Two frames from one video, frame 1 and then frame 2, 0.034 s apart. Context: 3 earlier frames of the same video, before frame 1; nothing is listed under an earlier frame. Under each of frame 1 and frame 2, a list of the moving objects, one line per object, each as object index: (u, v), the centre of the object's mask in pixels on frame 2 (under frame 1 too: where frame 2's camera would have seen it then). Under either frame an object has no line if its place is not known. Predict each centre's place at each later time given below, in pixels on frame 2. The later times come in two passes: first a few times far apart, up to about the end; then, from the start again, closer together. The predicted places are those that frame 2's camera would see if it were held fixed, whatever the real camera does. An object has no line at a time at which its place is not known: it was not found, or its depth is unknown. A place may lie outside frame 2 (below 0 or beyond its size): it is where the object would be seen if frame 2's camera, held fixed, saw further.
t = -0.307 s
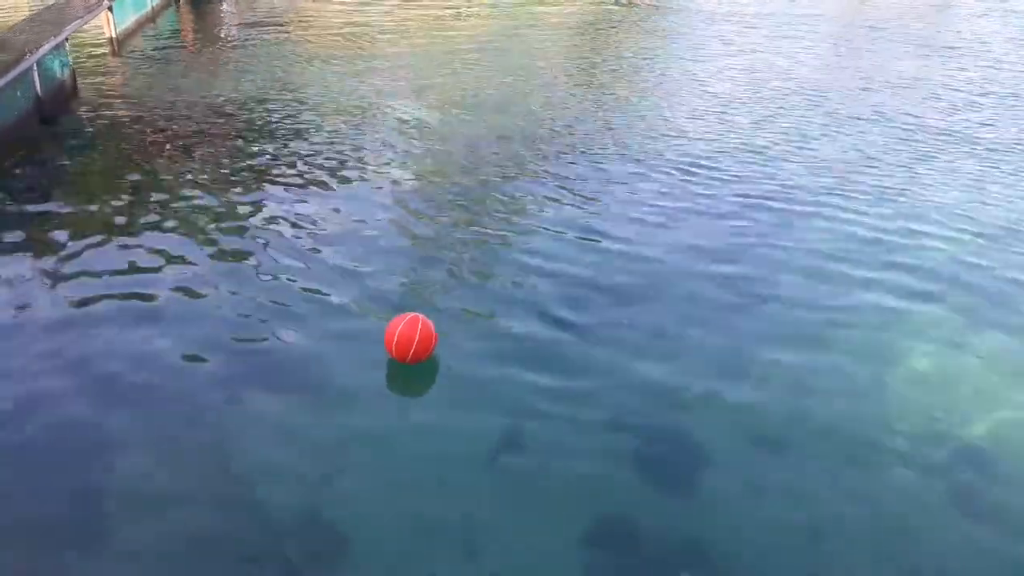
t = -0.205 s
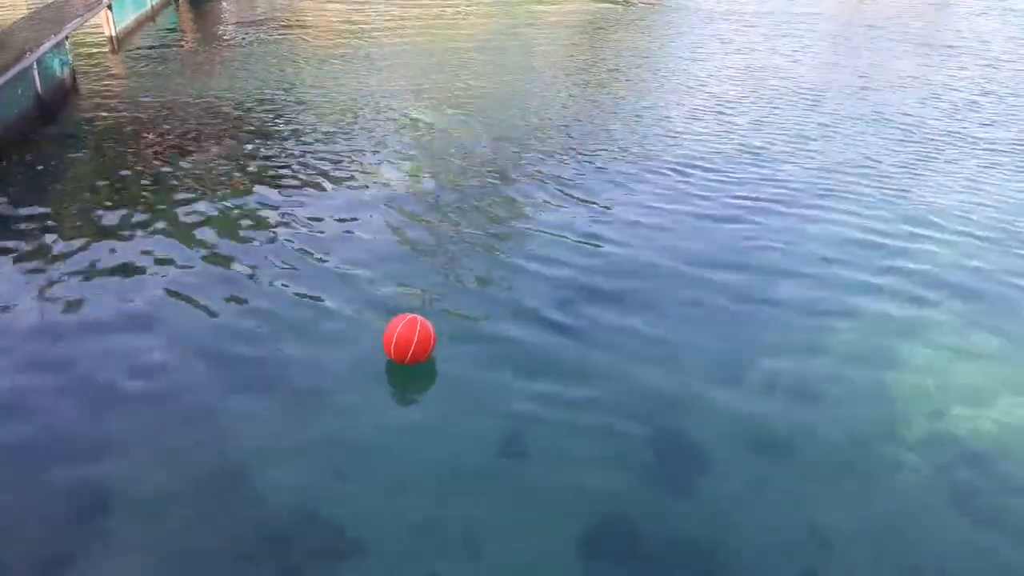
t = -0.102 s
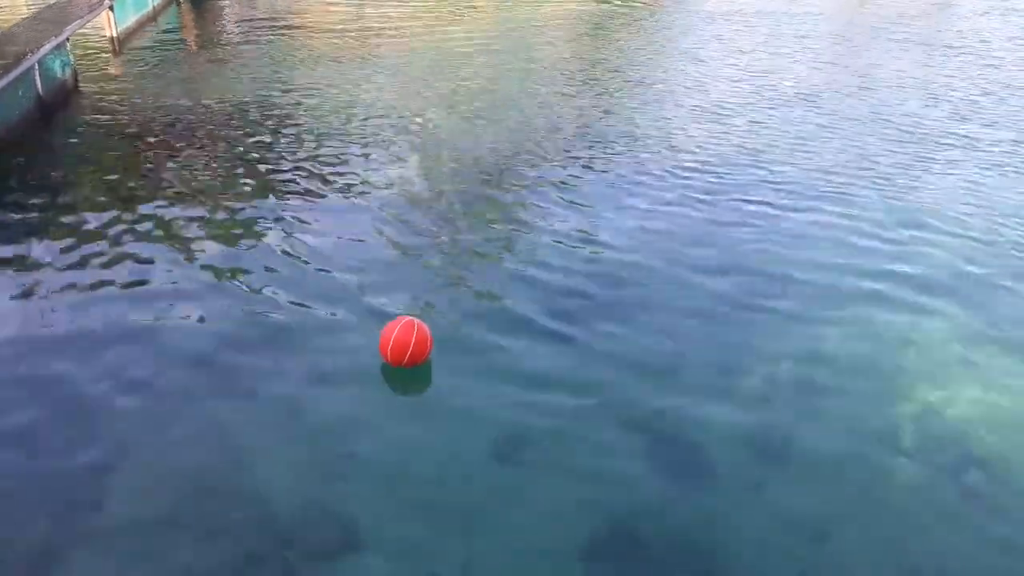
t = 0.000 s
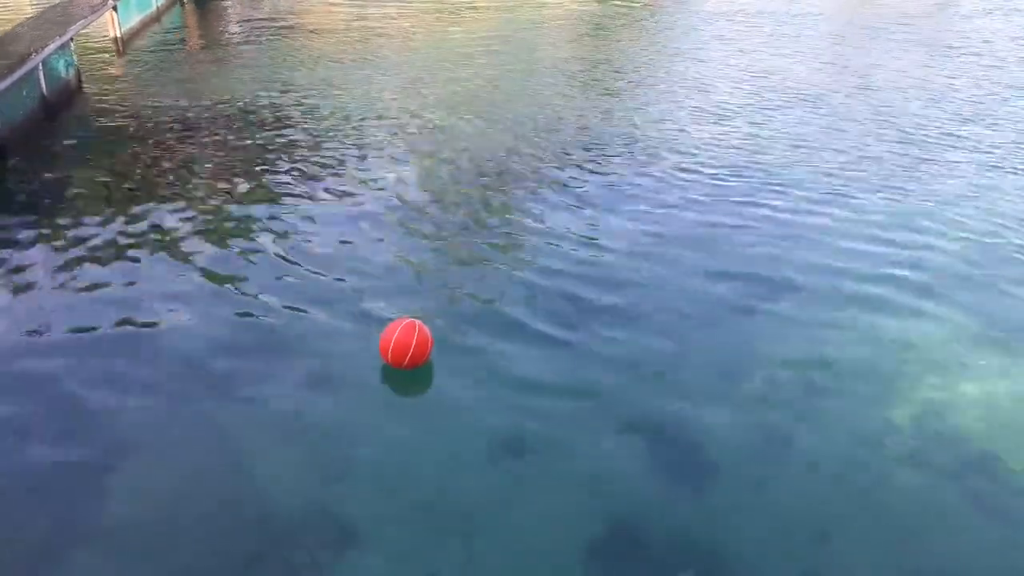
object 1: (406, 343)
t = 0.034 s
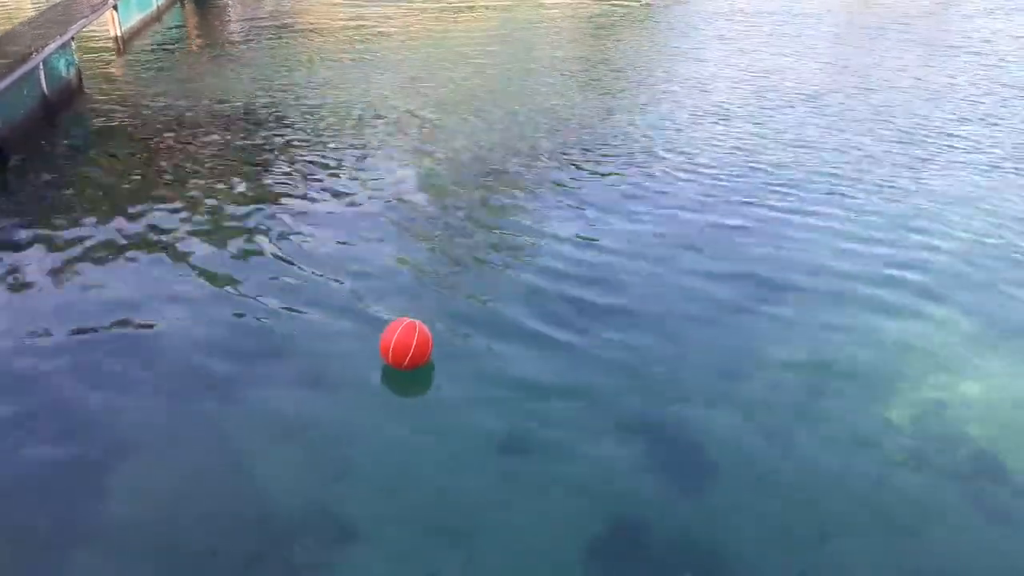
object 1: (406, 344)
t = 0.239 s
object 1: (404, 343)
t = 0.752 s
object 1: (383, 352)
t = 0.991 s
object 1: (380, 354)
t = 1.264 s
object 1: (377, 357)
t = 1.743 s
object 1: (368, 360)
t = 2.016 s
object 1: (360, 365)
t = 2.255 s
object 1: (358, 367)
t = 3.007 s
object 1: (330, 381)
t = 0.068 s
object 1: (407, 344)
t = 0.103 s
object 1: (408, 345)
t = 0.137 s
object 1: (408, 345)
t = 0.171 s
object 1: (407, 344)
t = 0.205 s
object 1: (405, 344)
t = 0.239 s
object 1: (404, 343)
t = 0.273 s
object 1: (404, 342)
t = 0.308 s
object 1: (402, 341)
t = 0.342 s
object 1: (393, 347)
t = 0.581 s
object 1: (385, 349)
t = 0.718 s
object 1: (383, 350)
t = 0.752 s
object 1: (383, 352)
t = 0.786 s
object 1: (383, 353)
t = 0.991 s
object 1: (380, 354)
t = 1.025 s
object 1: (382, 354)
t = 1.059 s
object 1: (385, 355)
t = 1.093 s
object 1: (388, 355)
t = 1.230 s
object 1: (376, 355)
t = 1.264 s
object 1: (377, 357)
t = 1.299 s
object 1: (378, 359)
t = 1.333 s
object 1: (379, 358)
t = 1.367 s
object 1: (380, 357)
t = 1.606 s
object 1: (370, 362)
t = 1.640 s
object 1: (370, 361)
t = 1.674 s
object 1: (369, 360)
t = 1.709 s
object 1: (368, 360)
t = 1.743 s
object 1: (368, 360)
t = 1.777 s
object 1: (367, 360)
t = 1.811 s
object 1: (363, 361)
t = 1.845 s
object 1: (364, 362)
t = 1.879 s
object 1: (362, 362)
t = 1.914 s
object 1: (363, 365)
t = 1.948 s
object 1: (363, 366)
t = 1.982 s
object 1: (361, 366)
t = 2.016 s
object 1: (360, 365)
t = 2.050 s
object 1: (357, 365)
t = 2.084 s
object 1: (355, 363)
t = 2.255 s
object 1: (358, 367)
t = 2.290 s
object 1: (354, 371)
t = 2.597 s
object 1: (341, 375)
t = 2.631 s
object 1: (338, 375)
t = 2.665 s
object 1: (338, 378)
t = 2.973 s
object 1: (332, 380)
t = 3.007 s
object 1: (330, 381)
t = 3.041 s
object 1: (330, 380)
